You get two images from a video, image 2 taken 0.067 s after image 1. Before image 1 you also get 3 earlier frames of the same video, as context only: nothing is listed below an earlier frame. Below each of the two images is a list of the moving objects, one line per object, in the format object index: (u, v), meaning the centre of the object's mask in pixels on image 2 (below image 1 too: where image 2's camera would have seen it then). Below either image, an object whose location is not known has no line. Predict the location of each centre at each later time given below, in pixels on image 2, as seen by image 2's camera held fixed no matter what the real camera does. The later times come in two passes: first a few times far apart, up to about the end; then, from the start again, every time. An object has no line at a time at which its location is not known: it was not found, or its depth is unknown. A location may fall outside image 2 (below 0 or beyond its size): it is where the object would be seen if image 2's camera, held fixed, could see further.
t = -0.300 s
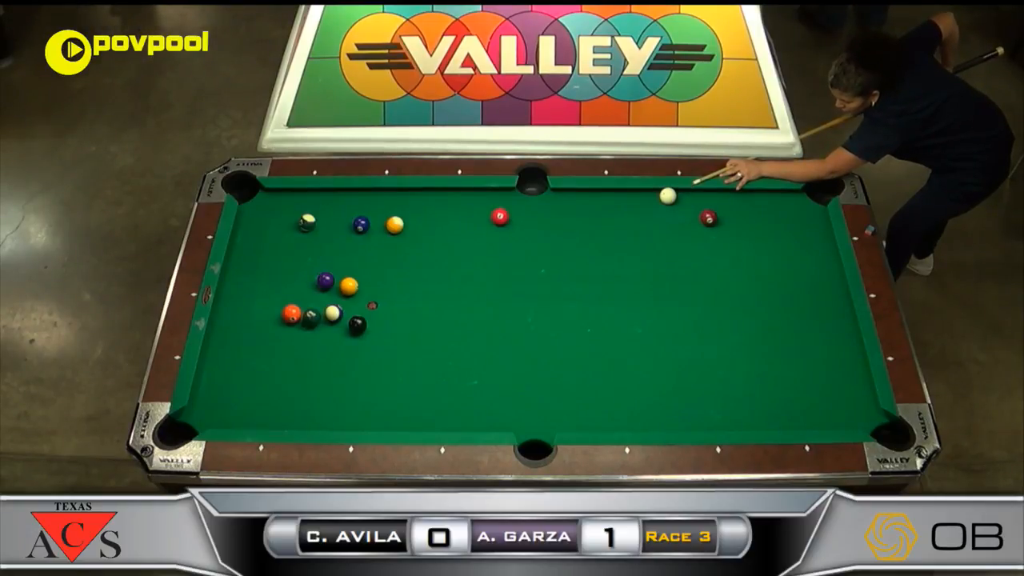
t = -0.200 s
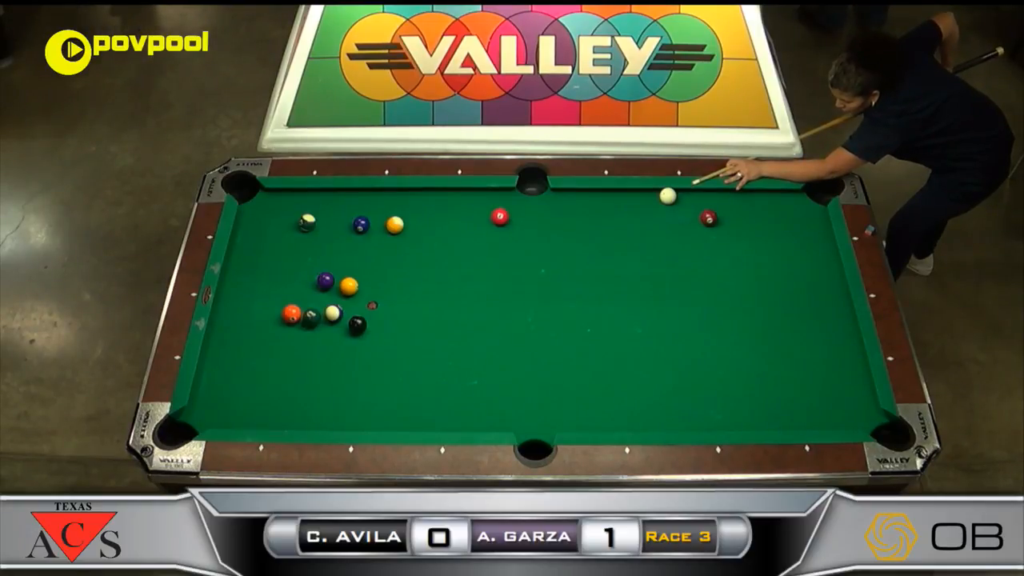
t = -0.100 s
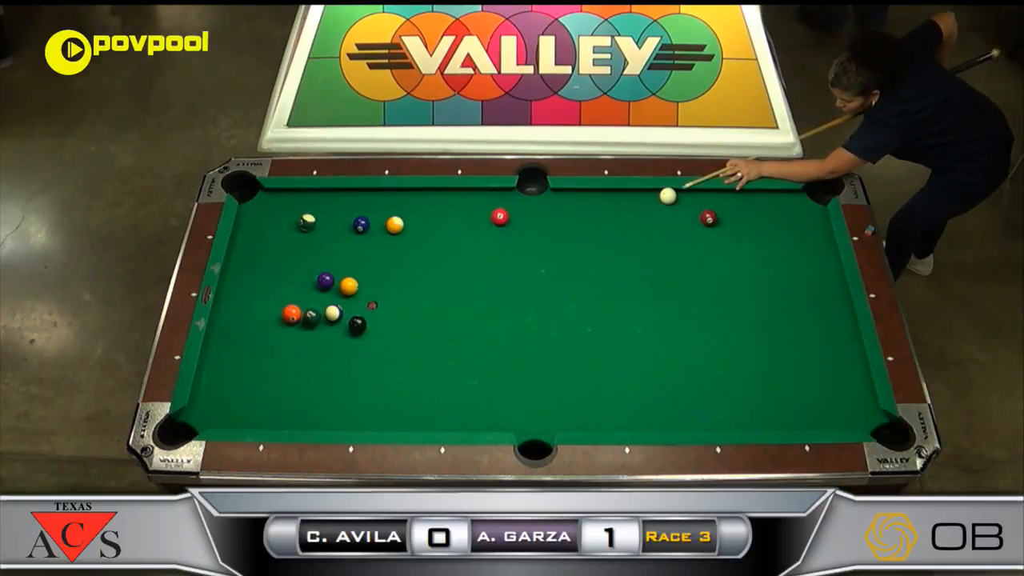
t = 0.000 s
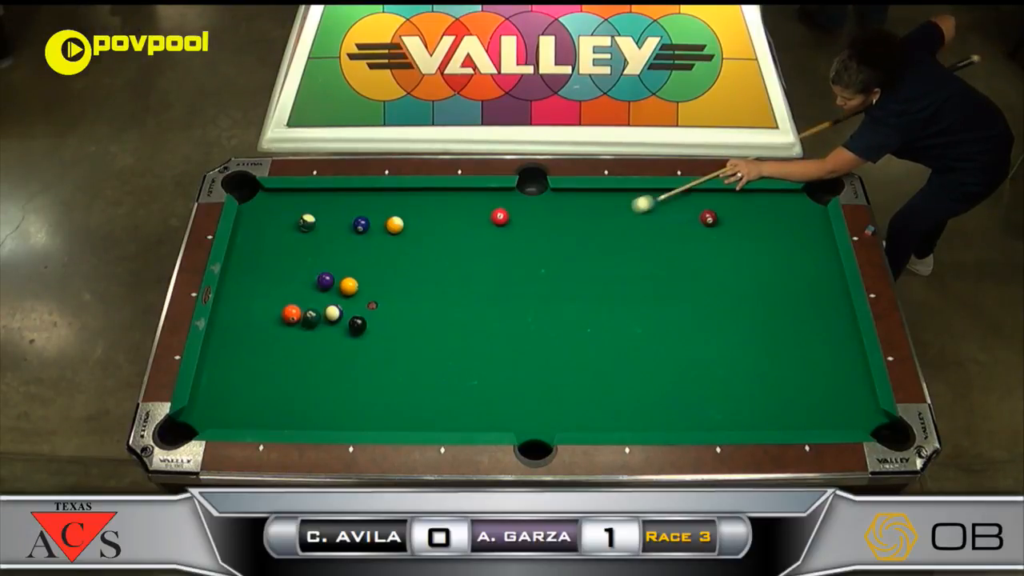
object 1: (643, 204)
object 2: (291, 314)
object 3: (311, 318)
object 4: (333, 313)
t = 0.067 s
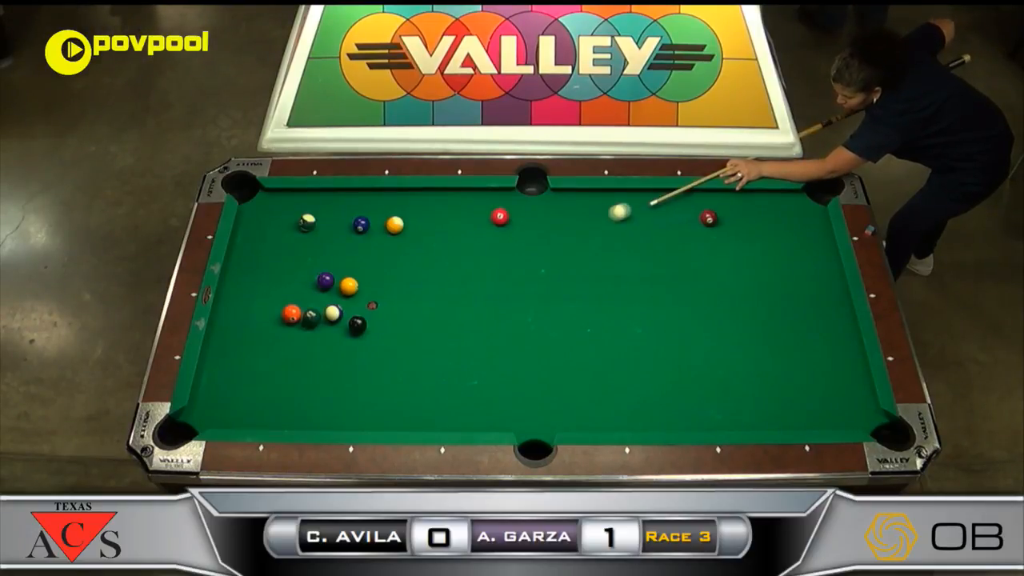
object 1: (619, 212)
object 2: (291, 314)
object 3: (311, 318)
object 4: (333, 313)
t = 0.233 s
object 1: (561, 232)
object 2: (291, 314)
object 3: (311, 318)
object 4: (333, 313)
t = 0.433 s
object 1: (488, 257)
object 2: (291, 314)
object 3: (311, 318)
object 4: (333, 313)
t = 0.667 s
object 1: (401, 287)
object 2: (291, 314)
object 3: (311, 318)
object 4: (333, 313)
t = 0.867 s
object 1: (346, 303)
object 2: (281, 312)
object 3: (305, 322)
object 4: (329, 318)
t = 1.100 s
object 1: (322, 302)
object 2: (242, 304)
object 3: (292, 343)
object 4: (331, 332)
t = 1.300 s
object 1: (302, 301)
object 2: (228, 299)
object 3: (282, 359)
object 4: (333, 343)
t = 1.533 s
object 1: (280, 301)
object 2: (251, 297)
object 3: (271, 377)
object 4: (335, 354)
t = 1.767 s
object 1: (280, 302)
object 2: (252, 292)
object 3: (260, 394)
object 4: (337, 365)
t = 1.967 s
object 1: (286, 304)
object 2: (249, 288)
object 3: (252, 407)
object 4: (339, 372)
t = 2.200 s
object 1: (292, 305)
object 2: (245, 284)
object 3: (243, 420)
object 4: (341, 380)
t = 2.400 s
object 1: (295, 305)
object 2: (242, 281)
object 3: (241, 418)
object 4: (342, 387)
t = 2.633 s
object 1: (299, 306)
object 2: (240, 279)
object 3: (240, 409)
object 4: (343, 392)
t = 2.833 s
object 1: (301, 306)
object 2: (239, 278)
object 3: (239, 403)
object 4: (344, 395)
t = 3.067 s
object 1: (302, 307)
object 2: (239, 277)
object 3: (239, 399)
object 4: (345, 398)
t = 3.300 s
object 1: (302, 306)
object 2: (239, 277)
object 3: (239, 396)
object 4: (346, 400)
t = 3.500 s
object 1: (302, 306)
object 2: (239, 277)
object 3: (239, 393)
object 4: (346, 402)
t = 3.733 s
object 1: (302, 306)
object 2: (239, 277)
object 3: (240, 392)
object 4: (346, 401)
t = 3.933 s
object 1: (302, 306)
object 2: (239, 277)
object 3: (240, 391)
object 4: (346, 401)
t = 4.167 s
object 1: (302, 306)
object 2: (239, 277)
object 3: (240, 391)
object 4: (346, 401)
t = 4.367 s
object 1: (302, 307)
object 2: (239, 277)
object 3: (241, 391)
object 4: (346, 401)
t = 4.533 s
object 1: (302, 306)
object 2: (239, 277)
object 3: (241, 391)
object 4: (346, 401)
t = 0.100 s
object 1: (608, 216)
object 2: (291, 314)
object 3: (311, 318)
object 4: (333, 313)
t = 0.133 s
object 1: (596, 220)
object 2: (291, 314)
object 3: (311, 318)
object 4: (333, 313)
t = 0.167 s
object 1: (584, 224)
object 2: (291, 314)
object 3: (311, 318)
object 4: (333, 313)
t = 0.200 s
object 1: (573, 228)
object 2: (291, 314)
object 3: (311, 318)
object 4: (333, 313)
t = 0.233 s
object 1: (561, 232)
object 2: (291, 314)
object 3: (311, 318)
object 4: (333, 313)
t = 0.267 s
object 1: (549, 236)
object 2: (291, 314)
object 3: (311, 318)
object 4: (333, 313)
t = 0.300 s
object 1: (537, 240)
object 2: (291, 314)
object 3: (311, 318)
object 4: (333, 313)
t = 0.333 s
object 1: (525, 244)
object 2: (291, 314)
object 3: (311, 318)
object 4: (333, 313)
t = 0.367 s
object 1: (513, 249)
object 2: (291, 314)
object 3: (311, 318)
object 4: (333, 313)
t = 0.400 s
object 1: (500, 253)
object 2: (291, 314)
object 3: (311, 318)
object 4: (333, 313)
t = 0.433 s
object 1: (488, 257)
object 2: (291, 314)
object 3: (311, 318)
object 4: (333, 313)
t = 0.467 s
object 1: (476, 261)
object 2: (291, 314)
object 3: (311, 318)
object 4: (333, 313)
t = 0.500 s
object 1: (464, 265)
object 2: (291, 314)
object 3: (311, 318)
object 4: (333, 313)
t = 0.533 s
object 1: (451, 270)
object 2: (291, 314)
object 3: (311, 318)
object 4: (333, 313)
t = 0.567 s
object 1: (439, 274)
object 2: (291, 314)
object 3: (311, 318)
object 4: (333, 313)
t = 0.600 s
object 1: (426, 278)
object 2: (291, 314)
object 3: (311, 318)
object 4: (333, 313)
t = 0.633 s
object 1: (414, 283)
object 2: (291, 314)
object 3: (311, 318)
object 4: (333, 313)
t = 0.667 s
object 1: (401, 287)
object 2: (291, 314)
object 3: (311, 318)
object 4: (333, 313)
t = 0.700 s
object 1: (388, 292)
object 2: (291, 314)
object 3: (311, 318)
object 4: (333, 313)
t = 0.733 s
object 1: (376, 296)
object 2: (291, 314)
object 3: (311, 318)
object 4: (333, 313)
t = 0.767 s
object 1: (364, 300)
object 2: (291, 314)
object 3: (311, 318)
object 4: (333, 313)
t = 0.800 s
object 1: (352, 304)
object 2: (291, 314)
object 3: (310, 318)
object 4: (333, 313)
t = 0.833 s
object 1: (348, 304)
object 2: (289, 313)
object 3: (307, 319)
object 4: (329, 316)
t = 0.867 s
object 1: (346, 303)
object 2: (281, 312)
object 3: (305, 322)
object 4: (329, 318)
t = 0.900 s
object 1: (343, 303)
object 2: (275, 310)
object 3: (303, 326)
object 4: (329, 321)
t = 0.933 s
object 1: (339, 302)
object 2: (269, 309)
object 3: (301, 329)
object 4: (329, 323)
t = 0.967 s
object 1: (336, 302)
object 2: (263, 308)
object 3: (299, 331)
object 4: (330, 325)
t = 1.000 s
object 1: (332, 302)
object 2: (258, 307)
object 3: (298, 334)
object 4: (330, 327)
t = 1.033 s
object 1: (329, 302)
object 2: (253, 306)
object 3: (296, 337)
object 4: (331, 328)
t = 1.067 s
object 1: (325, 302)
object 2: (247, 305)
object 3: (294, 340)
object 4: (331, 330)
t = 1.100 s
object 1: (322, 302)
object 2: (242, 304)
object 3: (292, 343)
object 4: (331, 332)
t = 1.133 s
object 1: (318, 302)
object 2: (236, 303)
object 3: (291, 345)
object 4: (331, 334)
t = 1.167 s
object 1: (315, 302)
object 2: (231, 302)
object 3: (289, 348)
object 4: (332, 336)
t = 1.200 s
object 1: (311, 302)
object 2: (226, 301)
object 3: (287, 351)
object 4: (332, 338)
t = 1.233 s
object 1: (308, 302)
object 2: (222, 300)
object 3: (285, 354)
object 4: (332, 339)
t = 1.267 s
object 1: (305, 302)
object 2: (224, 299)
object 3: (284, 357)
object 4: (333, 341)
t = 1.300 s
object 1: (302, 301)
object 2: (228, 299)
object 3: (282, 359)
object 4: (333, 343)
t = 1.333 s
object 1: (298, 301)
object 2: (231, 299)
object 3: (280, 362)
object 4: (333, 345)
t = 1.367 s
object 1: (295, 301)
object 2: (234, 298)
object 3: (279, 364)
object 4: (334, 347)
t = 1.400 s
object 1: (292, 301)
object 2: (238, 298)
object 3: (277, 367)
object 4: (334, 348)
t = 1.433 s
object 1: (289, 301)
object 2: (241, 298)
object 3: (275, 370)
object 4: (334, 350)
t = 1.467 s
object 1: (286, 301)
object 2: (244, 298)
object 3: (274, 372)
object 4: (334, 351)
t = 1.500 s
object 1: (283, 301)
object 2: (248, 297)
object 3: (273, 374)
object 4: (334, 353)
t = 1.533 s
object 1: (280, 301)
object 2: (251, 297)
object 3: (271, 377)
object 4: (335, 354)
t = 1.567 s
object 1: (277, 300)
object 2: (254, 297)
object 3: (270, 379)
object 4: (335, 355)
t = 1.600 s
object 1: (275, 300)
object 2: (256, 296)
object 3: (268, 381)
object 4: (336, 357)
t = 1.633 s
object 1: (276, 301)
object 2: (255, 296)
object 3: (266, 384)
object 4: (336, 359)
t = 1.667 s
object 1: (278, 301)
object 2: (254, 295)
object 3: (265, 386)
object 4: (336, 361)
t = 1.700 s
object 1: (278, 302)
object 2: (254, 294)
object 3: (263, 389)
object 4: (337, 362)
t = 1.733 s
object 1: (279, 302)
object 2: (253, 293)
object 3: (262, 392)
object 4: (337, 364)
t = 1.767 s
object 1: (280, 302)
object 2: (252, 292)
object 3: (260, 394)
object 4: (337, 365)
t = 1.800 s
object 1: (281, 303)
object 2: (252, 292)
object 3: (259, 396)
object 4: (338, 366)
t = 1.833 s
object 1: (282, 303)
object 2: (251, 291)
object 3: (258, 398)
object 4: (338, 367)
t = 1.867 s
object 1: (283, 303)
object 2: (250, 290)
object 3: (256, 401)
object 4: (338, 369)
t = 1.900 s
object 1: (284, 304)
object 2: (250, 289)
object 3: (254, 403)
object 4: (339, 370)
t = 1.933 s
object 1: (285, 304)
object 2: (249, 289)
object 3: (253, 405)
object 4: (339, 371)
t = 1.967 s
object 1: (286, 304)
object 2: (249, 288)
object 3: (252, 407)
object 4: (339, 372)
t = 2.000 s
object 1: (287, 304)
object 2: (248, 288)
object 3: (250, 409)
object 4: (340, 373)
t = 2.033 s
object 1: (288, 304)
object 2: (248, 287)
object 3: (249, 412)
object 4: (340, 375)
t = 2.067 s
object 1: (288, 304)
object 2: (247, 286)
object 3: (248, 413)
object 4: (340, 376)
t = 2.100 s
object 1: (289, 304)
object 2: (247, 286)
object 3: (246, 416)
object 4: (340, 377)
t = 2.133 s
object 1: (290, 305)
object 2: (246, 285)
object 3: (245, 418)
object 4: (341, 378)
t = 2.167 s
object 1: (291, 305)
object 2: (245, 285)
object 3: (244, 419)
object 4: (341, 380)
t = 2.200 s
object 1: (292, 305)
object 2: (245, 284)
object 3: (243, 420)
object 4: (341, 380)
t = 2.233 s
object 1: (292, 305)
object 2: (245, 284)
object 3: (242, 421)
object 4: (341, 382)
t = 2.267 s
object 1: (293, 305)
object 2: (244, 283)
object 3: (241, 421)
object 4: (342, 383)
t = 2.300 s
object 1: (294, 305)
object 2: (243, 283)
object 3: (241, 420)
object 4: (342, 384)
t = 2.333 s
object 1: (294, 305)
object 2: (243, 282)
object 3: (241, 419)
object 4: (342, 385)
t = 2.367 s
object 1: (295, 305)
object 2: (243, 282)
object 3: (241, 419)
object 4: (342, 386)
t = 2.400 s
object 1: (295, 305)
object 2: (242, 281)
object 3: (241, 418)
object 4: (342, 387)
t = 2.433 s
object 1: (296, 306)
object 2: (242, 281)
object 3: (240, 417)
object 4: (342, 388)
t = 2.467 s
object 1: (296, 306)
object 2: (242, 281)
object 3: (240, 415)
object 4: (343, 389)
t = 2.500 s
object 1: (297, 306)
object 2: (241, 280)
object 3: (240, 413)
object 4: (343, 390)
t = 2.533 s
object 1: (297, 306)
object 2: (241, 280)
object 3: (240, 412)
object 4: (343, 390)
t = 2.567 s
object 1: (298, 306)
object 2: (241, 280)
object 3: (240, 411)
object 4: (343, 391)
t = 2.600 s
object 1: (298, 306)
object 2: (240, 280)
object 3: (240, 410)
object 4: (343, 392)
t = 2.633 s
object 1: (299, 306)
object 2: (240, 279)
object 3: (240, 409)
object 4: (343, 392)
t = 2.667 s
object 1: (299, 306)
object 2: (240, 279)
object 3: (239, 408)
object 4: (344, 392)
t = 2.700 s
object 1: (300, 306)
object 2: (240, 279)
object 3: (239, 407)
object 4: (344, 394)
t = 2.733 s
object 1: (300, 306)
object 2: (240, 278)
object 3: (239, 406)
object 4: (344, 394)
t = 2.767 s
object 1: (300, 306)
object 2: (240, 278)
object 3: (239, 405)
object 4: (344, 395)
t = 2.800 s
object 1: (301, 306)
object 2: (239, 278)
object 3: (239, 404)
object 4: (344, 395)
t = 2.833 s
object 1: (301, 306)
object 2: (239, 278)
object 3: (239, 403)
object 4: (344, 395)
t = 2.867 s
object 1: (301, 306)
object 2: (239, 278)
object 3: (239, 403)
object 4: (345, 396)
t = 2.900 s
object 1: (302, 306)
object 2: (239, 277)
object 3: (239, 403)
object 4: (345, 396)
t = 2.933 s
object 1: (302, 306)
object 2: (239, 277)
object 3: (239, 402)
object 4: (345, 397)
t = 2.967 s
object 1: (302, 306)
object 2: (239, 277)
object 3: (239, 401)
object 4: (344, 397)
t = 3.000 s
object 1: (302, 306)
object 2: (239, 277)
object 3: (239, 401)
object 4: (345, 398)
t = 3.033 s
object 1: (302, 307)
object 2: (239, 277)
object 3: (239, 400)
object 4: (345, 398)
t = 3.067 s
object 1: (302, 307)
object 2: (239, 277)
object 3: (239, 399)
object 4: (345, 398)
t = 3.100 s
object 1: (302, 307)
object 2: (239, 277)
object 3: (239, 399)
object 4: (345, 399)
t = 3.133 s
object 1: (302, 307)
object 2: (239, 277)
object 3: (239, 398)
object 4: (345, 399)
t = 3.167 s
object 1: (303, 307)
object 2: (239, 277)
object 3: (239, 398)
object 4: (345, 399)
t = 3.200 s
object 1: (303, 307)
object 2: (239, 277)
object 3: (239, 397)
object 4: (345, 399)
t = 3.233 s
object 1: (302, 307)
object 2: (239, 277)
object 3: (239, 397)
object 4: (345, 400)
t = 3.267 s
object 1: (302, 307)
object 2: (239, 277)
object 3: (239, 396)
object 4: (346, 400)
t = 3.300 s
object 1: (302, 306)
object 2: (239, 277)
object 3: (239, 396)
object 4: (346, 400)
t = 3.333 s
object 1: (302, 306)
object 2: (239, 277)
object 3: (239, 395)
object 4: (346, 400)
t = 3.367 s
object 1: (302, 306)
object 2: (239, 277)
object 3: (239, 395)
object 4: (346, 401)
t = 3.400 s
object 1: (302, 306)
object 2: (239, 277)
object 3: (239, 395)
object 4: (346, 401)
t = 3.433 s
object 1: (302, 306)
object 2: (239, 277)
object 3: (239, 394)
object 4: (346, 401)
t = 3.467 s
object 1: (302, 306)
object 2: (239, 277)
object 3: (239, 394)
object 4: (346, 401)
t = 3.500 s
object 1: (302, 306)
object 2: (239, 277)
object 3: (239, 393)
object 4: (346, 402)
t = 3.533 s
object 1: (302, 306)
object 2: (239, 277)
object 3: (239, 393)
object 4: (346, 402)
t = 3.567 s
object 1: (302, 307)
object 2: (239, 277)
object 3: (239, 393)
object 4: (346, 402)
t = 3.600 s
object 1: (302, 306)
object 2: (239, 277)
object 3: (239, 393)
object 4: (346, 402)
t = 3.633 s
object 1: (302, 306)
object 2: (239, 277)
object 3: (239, 392)
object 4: (346, 402)
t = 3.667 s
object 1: (302, 306)
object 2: (239, 277)
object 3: (239, 392)
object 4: (346, 401)
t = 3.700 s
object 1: (302, 307)
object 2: (239, 277)
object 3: (239, 392)
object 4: (346, 401)
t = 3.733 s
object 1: (302, 306)
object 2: (239, 277)
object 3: (240, 392)
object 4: (346, 401)
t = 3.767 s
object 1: (302, 307)
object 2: (239, 277)
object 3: (240, 391)
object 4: (346, 401)
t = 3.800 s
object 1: (302, 306)
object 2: (239, 277)
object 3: (240, 391)
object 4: (346, 401)
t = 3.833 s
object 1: (302, 307)
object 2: (239, 277)
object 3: (240, 391)
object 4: (346, 401)
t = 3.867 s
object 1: (302, 307)
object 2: (239, 277)
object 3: (240, 391)
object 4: (346, 401)
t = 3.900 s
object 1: (302, 307)
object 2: (239, 277)
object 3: (240, 392)
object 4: (346, 401)
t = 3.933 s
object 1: (302, 306)
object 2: (239, 277)
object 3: (240, 391)
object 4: (346, 401)
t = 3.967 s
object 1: (302, 306)
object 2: (239, 277)
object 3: (240, 391)
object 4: (346, 401)
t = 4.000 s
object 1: (302, 307)
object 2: (239, 277)
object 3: (240, 391)
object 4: (346, 401)
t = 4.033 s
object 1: (302, 307)
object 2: (239, 277)
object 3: (240, 392)
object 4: (346, 401)
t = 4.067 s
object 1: (302, 307)
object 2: (239, 277)
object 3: (240, 391)
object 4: (346, 401)
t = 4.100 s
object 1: (302, 307)
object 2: (239, 277)
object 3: (240, 391)
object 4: (346, 401)
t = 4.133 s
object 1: (302, 307)
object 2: (239, 277)
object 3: (240, 391)
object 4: (346, 401)
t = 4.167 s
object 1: (302, 306)
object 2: (239, 277)
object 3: (240, 391)
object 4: (346, 401)
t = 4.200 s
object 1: (302, 307)
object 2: (239, 277)
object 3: (240, 391)
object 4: (346, 401)
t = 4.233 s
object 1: (302, 307)
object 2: (239, 277)
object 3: (241, 391)
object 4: (346, 401)
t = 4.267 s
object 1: (302, 307)
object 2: (239, 277)
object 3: (241, 391)
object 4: (346, 401)
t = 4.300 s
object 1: (302, 307)
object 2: (239, 277)
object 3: (241, 391)
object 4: (346, 401)
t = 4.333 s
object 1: (302, 307)
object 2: (239, 277)
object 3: (241, 391)
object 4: (346, 401)
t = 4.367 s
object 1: (302, 307)
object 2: (239, 277)
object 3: (241, 391)
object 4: (346, 401)
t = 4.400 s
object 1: (302, 307)
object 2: (239, 277)
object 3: (241, 391)
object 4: (346, 401)
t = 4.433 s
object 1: (302, 307)
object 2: (239, 277)
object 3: (241, 391)
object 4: (346, 401)
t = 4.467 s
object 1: (302, 307)
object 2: (239, 277)
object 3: (241, 391)
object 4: (346, 401)
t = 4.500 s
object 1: (302, 306)
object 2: (239, 277)
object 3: (241, 391)
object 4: (346, 401)
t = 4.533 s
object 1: (302, 306)
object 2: (239, 277)
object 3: (241, 391)
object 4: (346, 401)
